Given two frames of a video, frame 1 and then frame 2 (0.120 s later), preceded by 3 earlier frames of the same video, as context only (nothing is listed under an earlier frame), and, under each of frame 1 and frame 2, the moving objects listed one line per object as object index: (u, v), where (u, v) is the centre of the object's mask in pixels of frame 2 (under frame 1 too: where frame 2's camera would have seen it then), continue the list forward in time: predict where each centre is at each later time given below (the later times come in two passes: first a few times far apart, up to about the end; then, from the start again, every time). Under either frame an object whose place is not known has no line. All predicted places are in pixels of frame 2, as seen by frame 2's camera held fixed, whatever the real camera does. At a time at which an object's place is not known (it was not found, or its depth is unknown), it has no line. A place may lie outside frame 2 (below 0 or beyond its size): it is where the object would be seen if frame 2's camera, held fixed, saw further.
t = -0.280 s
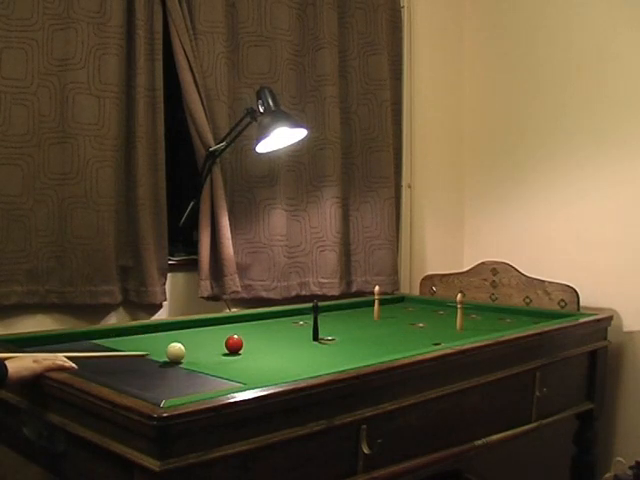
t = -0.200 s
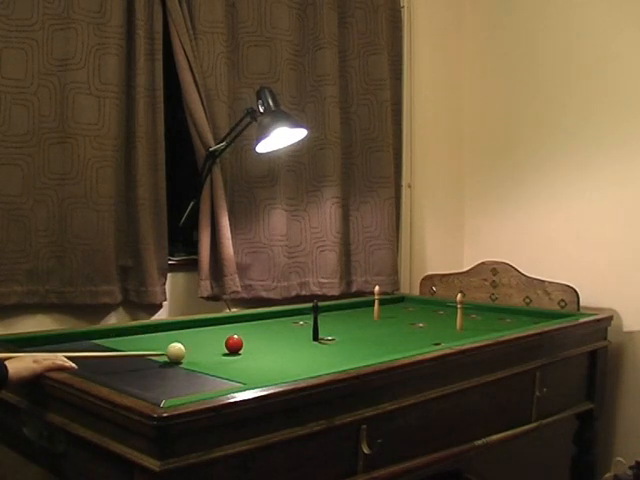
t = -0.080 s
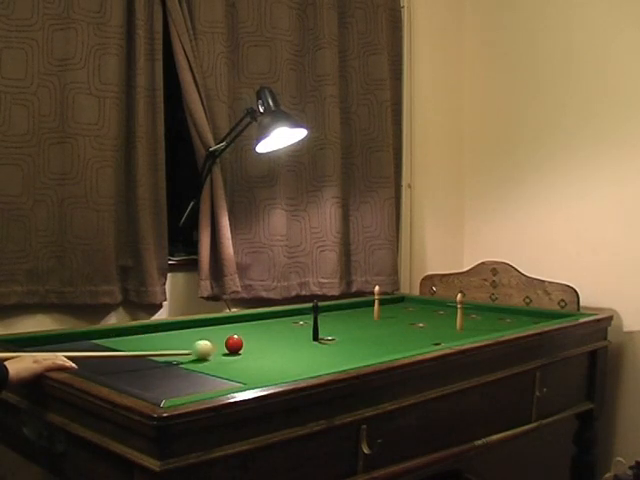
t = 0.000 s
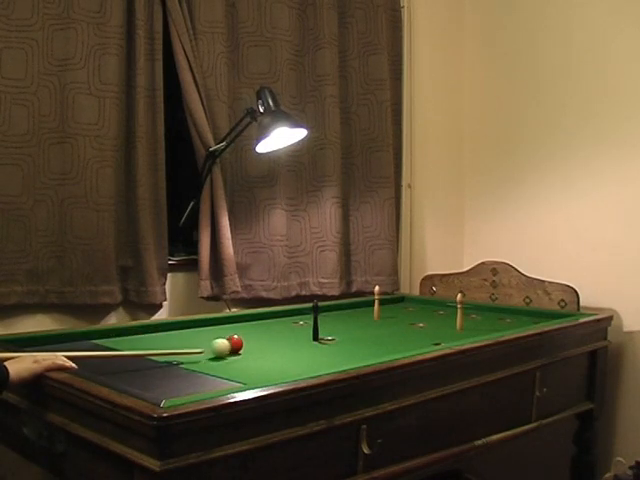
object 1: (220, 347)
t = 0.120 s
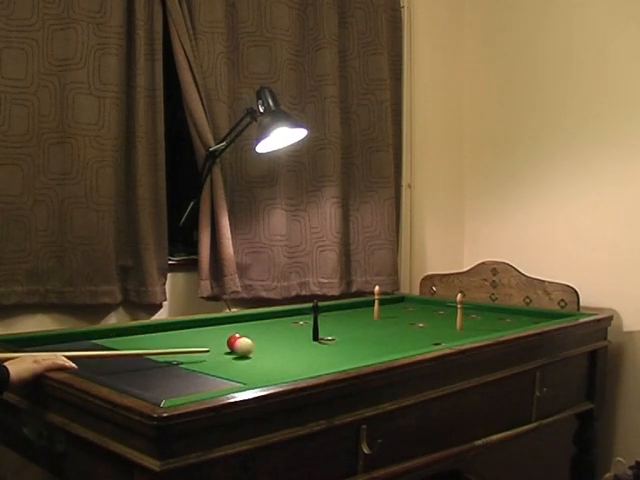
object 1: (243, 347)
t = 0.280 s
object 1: (272, 347)
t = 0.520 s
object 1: (312, 346)
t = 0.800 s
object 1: (355, 346)
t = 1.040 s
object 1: (389, 345)
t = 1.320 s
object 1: (424, 343)
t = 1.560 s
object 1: (436, 341)
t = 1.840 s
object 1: (436, 339)
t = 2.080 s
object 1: (437, 337)
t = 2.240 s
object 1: (437, 337)
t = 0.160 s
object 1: (251, 347)
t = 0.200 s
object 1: (258, 347)
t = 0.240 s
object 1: (265, 347)
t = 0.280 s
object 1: (272, 347)
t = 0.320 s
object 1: (279, 347)
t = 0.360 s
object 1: (286, 347)
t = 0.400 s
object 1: (292, 347)
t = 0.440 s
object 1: (299, 347)
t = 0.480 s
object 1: (305, 347)
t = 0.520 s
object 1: (312, 346)
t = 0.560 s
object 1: (318, 346)
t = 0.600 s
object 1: (325, 346)
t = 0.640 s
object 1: (331, 346)
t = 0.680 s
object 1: (337, 346)
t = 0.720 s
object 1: (343, 346)
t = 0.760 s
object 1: (349, 346)
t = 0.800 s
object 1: (355, 346)
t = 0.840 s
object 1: (361, 346)
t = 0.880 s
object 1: (367, 346)
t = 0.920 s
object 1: (372, 346)
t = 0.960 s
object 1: (378, 346)
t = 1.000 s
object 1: (383, 346)
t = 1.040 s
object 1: (389, 345)
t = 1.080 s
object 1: (394, 345)
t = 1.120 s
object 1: (399, 344)
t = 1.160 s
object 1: (404, 344)
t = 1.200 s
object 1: (409, 343)
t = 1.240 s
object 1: (414, 343)
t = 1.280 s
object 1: (419, 343)
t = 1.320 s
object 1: (424, 343)
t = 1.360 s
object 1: (429, 342)
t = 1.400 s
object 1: (433, 342)
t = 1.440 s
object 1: (436, 342)
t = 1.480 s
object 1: (436, 341)
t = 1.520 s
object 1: (436, 341)
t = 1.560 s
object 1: (436, 341)
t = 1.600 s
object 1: (436, 340)
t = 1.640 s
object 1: (436, 340)
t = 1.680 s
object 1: (436, 340)
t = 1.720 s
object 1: (436, 339)
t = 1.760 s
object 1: (436, 339)
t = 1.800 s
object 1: (436, 339)
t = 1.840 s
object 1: (436, 339)
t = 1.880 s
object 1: (436, 338)
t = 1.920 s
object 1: (436, 338)
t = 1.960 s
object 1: (436, 338)
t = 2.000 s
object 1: (436, 338)
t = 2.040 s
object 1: (436, 338)
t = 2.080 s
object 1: (437, 337)
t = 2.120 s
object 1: (437, 337)
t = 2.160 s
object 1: (437, 337)
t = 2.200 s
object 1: (437, 337)
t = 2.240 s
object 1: (437, 337)
